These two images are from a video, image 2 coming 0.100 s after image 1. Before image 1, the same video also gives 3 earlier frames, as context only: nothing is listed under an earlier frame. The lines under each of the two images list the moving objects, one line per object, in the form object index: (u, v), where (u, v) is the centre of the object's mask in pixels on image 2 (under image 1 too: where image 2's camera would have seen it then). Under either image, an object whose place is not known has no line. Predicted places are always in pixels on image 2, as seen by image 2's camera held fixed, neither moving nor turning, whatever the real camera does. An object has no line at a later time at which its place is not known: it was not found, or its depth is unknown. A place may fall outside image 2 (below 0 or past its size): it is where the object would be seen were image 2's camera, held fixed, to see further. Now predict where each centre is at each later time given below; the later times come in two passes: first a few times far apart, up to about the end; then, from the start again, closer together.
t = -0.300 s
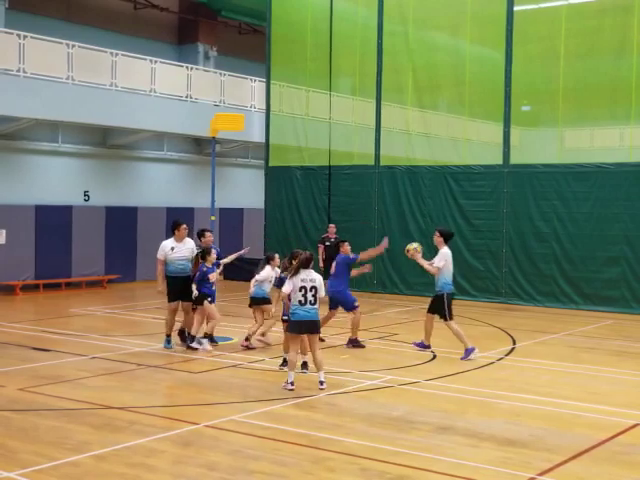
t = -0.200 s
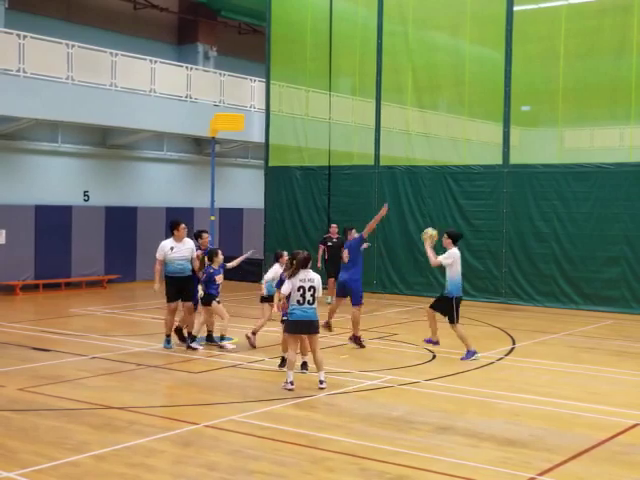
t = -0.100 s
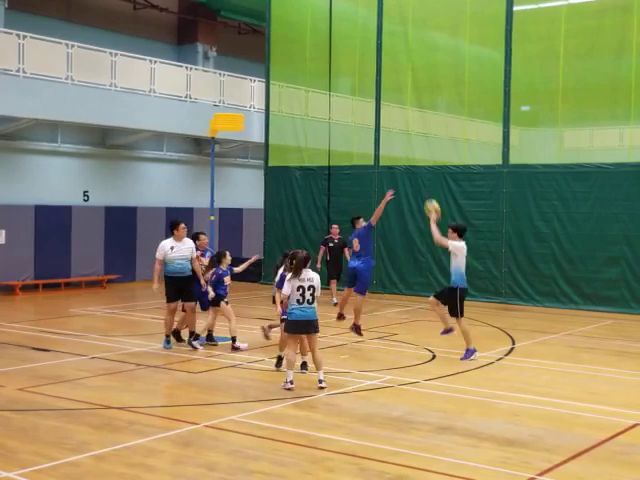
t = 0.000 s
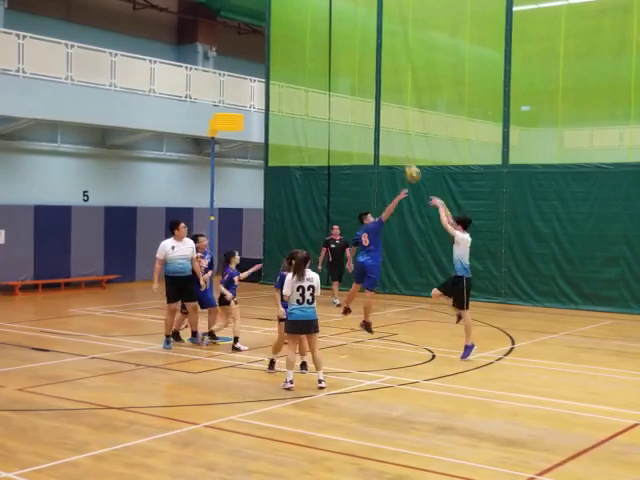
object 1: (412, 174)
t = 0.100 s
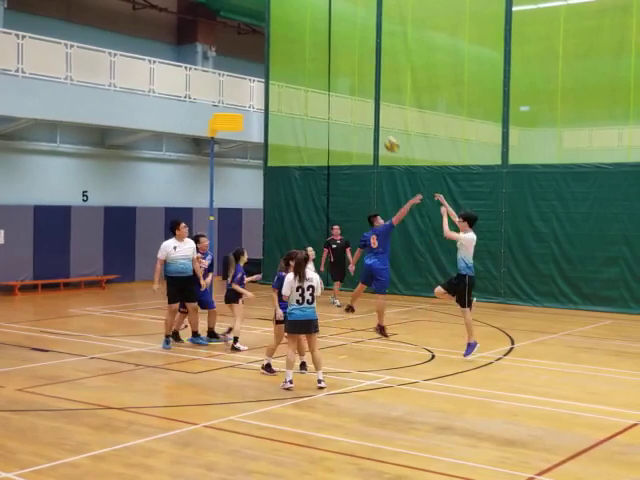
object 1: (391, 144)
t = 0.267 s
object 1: (359, 112)
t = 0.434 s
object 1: (327, 97)
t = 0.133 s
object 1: (385, 136)
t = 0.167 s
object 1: (378, 128)
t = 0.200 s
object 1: (372, 122)
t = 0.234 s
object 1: (365, 117)
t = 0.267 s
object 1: (359, 112)
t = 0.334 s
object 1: (346, 103)
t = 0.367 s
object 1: (339, 100)
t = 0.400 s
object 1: (333, 98)
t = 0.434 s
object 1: (327, 97)
